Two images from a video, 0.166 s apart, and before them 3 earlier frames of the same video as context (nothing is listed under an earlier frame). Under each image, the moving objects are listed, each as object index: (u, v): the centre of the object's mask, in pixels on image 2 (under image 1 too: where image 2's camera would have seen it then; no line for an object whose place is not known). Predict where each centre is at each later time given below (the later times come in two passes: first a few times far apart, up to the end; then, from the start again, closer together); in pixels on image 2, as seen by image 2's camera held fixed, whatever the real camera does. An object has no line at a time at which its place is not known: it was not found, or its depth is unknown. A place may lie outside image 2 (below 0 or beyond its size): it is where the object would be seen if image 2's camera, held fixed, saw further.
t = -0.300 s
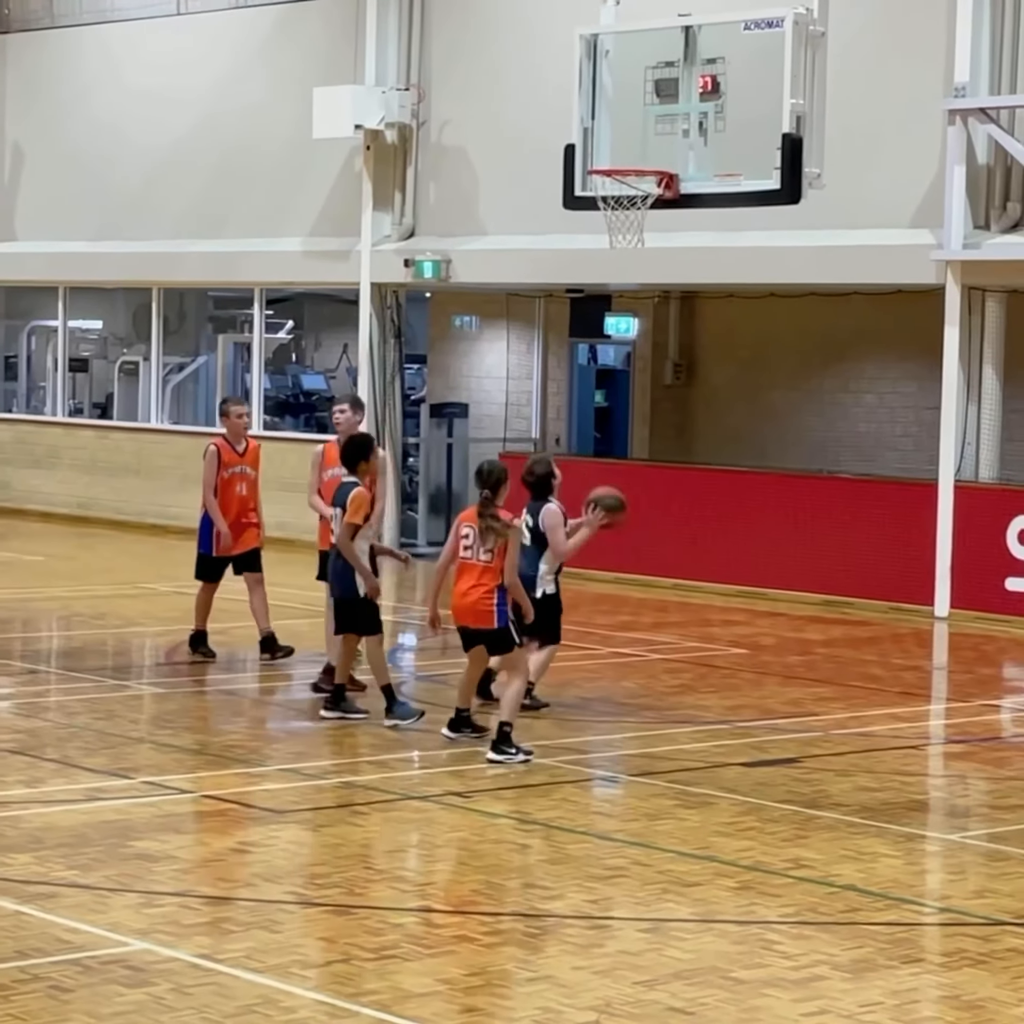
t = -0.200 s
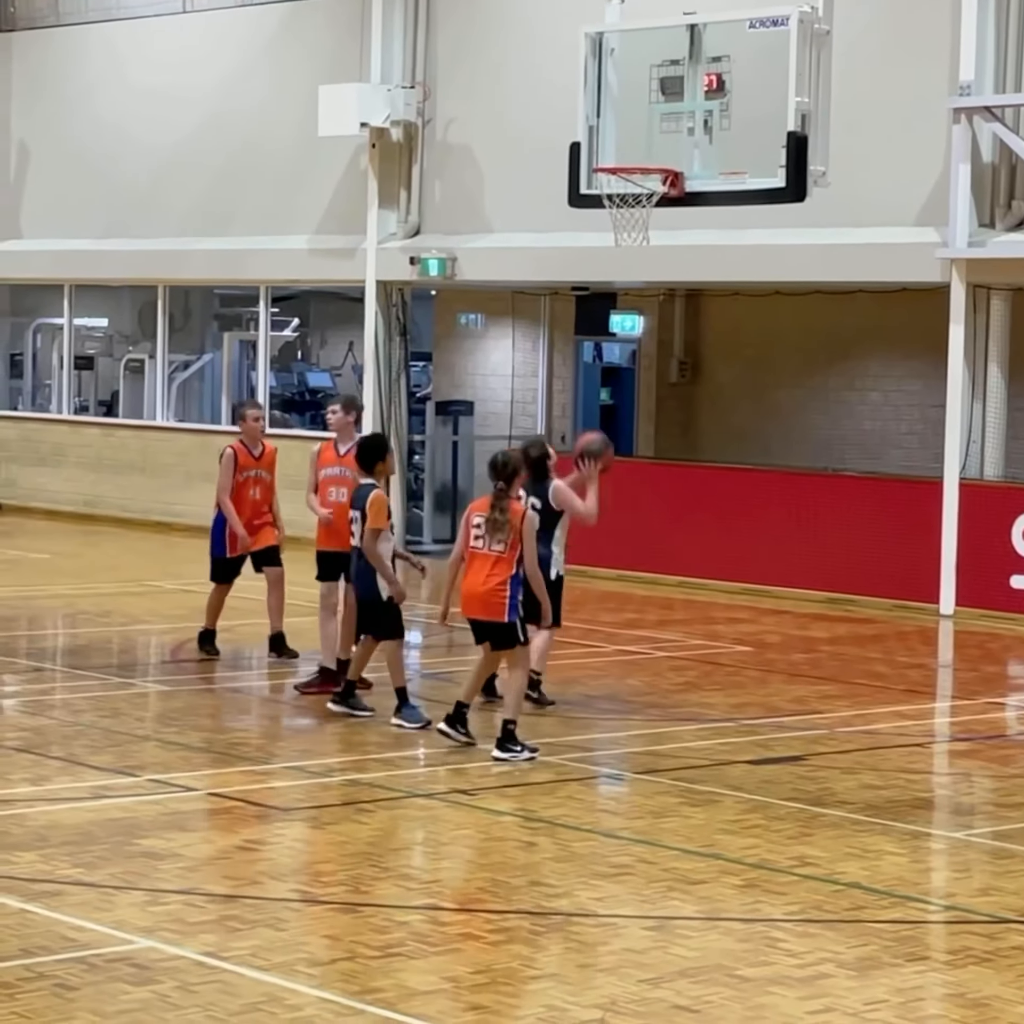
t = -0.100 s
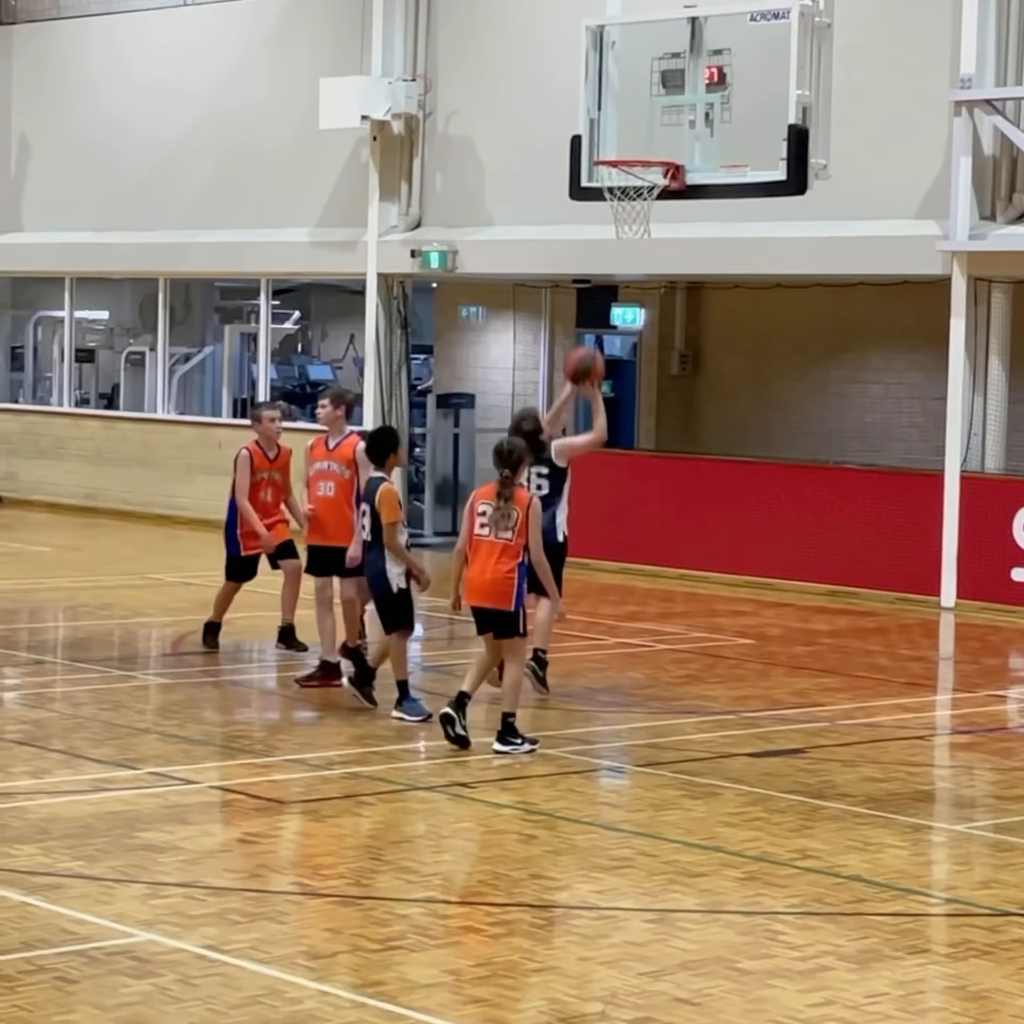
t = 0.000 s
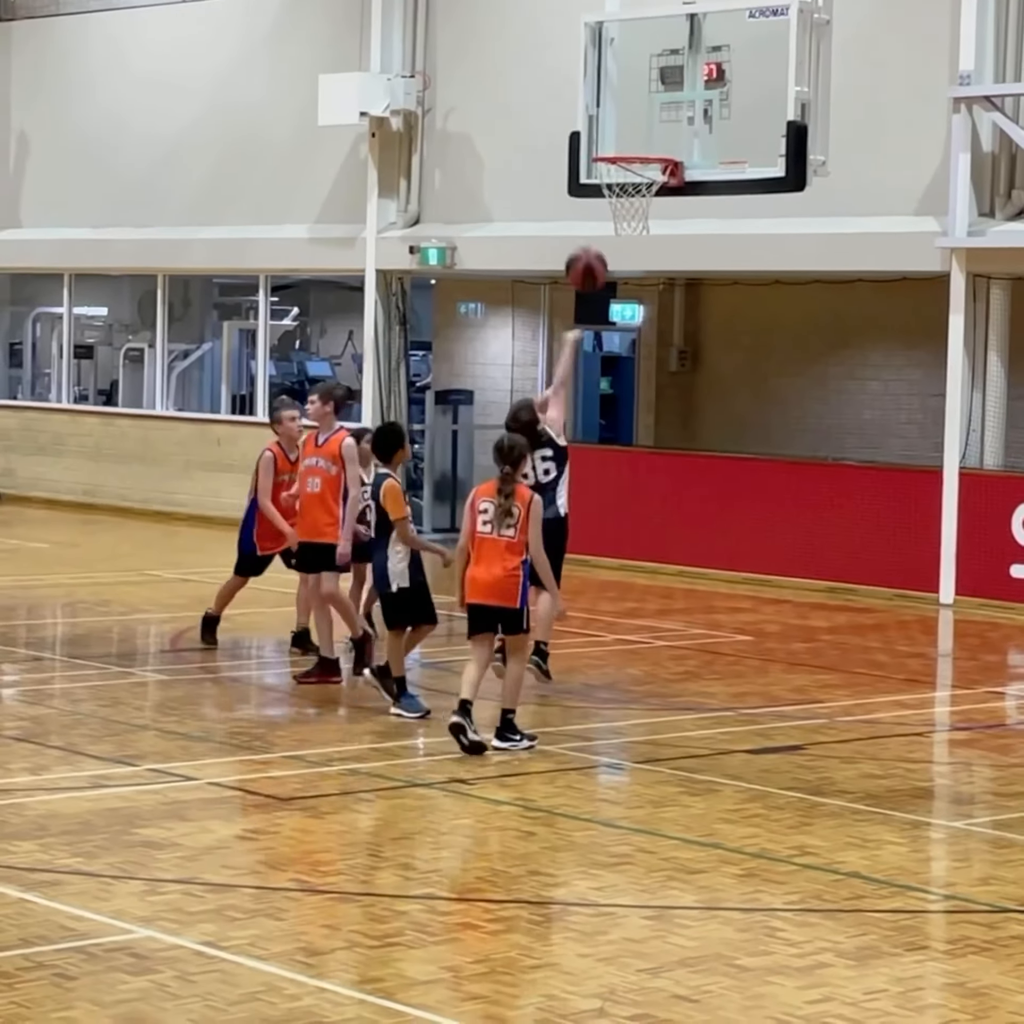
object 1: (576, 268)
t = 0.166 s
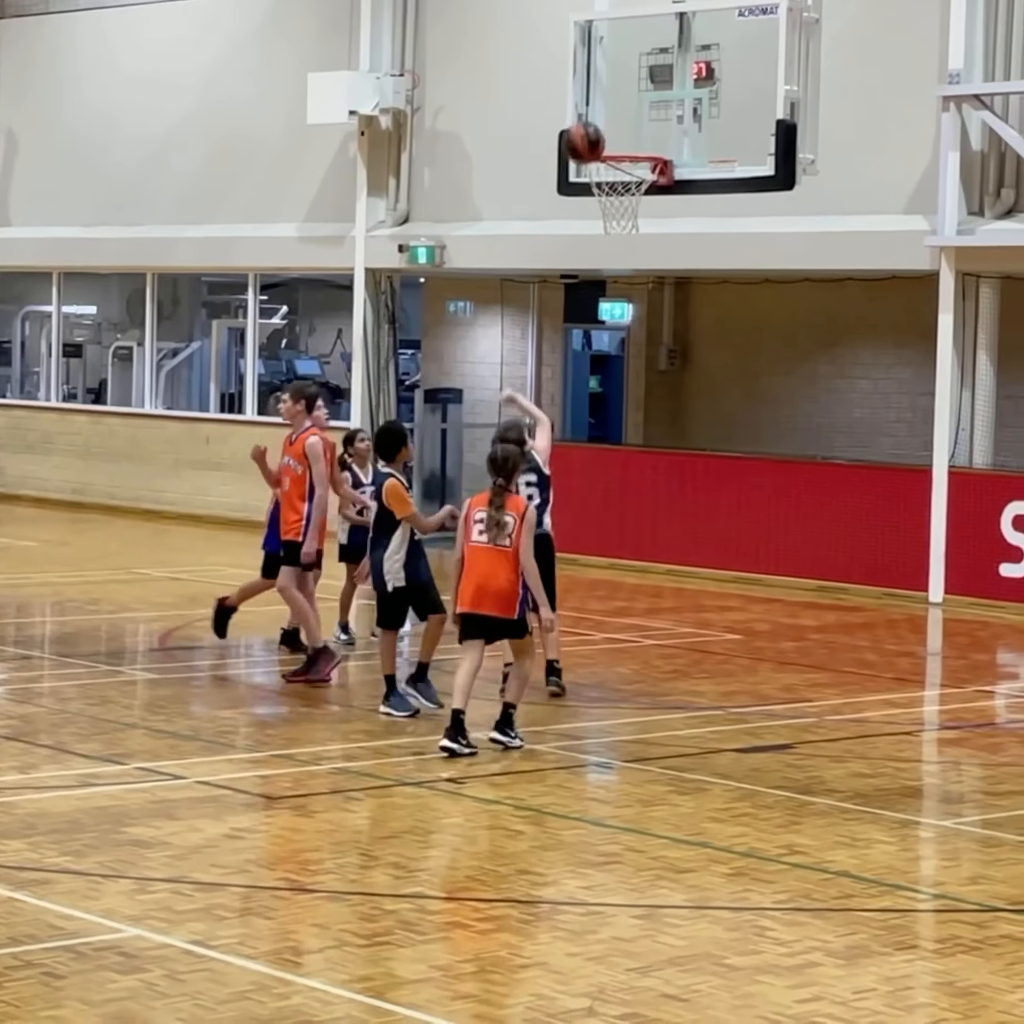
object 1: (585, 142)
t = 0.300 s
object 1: (589, 79)
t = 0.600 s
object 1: (599, 50)
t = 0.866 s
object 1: (602, 131)
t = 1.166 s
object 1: (599, 84)
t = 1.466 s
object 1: (603, 120)
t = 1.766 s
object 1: (628, 160)
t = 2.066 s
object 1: (633, 243)
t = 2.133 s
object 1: (631, 273)
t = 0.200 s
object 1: (585, 123)
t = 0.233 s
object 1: (586, 107)
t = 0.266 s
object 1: (588, 92)
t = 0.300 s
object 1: (589, 79)
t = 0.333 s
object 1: (590, 68)
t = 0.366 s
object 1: (591, 59)
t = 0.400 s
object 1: (593, 52)
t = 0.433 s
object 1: (593, 47)
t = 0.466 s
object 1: (594, 43)
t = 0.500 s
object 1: (596, 42)
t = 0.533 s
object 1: (596, 43)
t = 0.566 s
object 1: (598, 45)
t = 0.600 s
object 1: (599, 50)
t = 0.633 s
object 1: (599, 56)
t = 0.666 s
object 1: (600, 64)
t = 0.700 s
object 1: (600, 74)
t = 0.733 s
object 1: (601, 86)
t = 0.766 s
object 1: (601, 100)
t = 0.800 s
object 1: (602, 115)
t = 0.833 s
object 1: (603, 132)
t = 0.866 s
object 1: (602, 131)
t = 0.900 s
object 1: (602, 119)
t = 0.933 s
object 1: (602, 108)
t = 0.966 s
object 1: (602, 99)
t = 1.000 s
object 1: (601, 92)
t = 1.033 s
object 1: (601, 87)
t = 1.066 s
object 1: (600, 83)
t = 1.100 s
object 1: (600, 82)
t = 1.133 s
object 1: (599, 82)
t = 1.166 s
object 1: (599, 84)
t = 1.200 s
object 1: (598, 88)
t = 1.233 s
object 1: (597, 94)
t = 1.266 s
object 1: (596, 102)
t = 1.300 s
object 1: (596, 112)
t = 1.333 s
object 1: (595, 124)
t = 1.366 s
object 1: (594, 136)
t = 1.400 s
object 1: (597, 131)
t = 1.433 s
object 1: (600, 125)
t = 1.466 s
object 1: (603, 120)
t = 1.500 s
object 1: (606, 116)
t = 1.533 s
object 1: (609, 115)
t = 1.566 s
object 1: (612, 116)
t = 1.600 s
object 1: (614, 119)
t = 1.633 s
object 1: (617, 123)
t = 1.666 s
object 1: (620, 129)
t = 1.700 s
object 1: (623, 136)
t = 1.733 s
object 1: (626, 142)
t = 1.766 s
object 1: (628, 160)
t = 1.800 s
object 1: (631, 174)
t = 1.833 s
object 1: (634, 185)
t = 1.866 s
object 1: (635, 194)
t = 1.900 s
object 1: (636, 199)
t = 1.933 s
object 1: (637, 202)
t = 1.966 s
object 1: (636, 213)
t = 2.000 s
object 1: (635, 219)
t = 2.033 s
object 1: (634, 231)
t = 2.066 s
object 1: (633, 243)
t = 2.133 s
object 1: (631, 273)
